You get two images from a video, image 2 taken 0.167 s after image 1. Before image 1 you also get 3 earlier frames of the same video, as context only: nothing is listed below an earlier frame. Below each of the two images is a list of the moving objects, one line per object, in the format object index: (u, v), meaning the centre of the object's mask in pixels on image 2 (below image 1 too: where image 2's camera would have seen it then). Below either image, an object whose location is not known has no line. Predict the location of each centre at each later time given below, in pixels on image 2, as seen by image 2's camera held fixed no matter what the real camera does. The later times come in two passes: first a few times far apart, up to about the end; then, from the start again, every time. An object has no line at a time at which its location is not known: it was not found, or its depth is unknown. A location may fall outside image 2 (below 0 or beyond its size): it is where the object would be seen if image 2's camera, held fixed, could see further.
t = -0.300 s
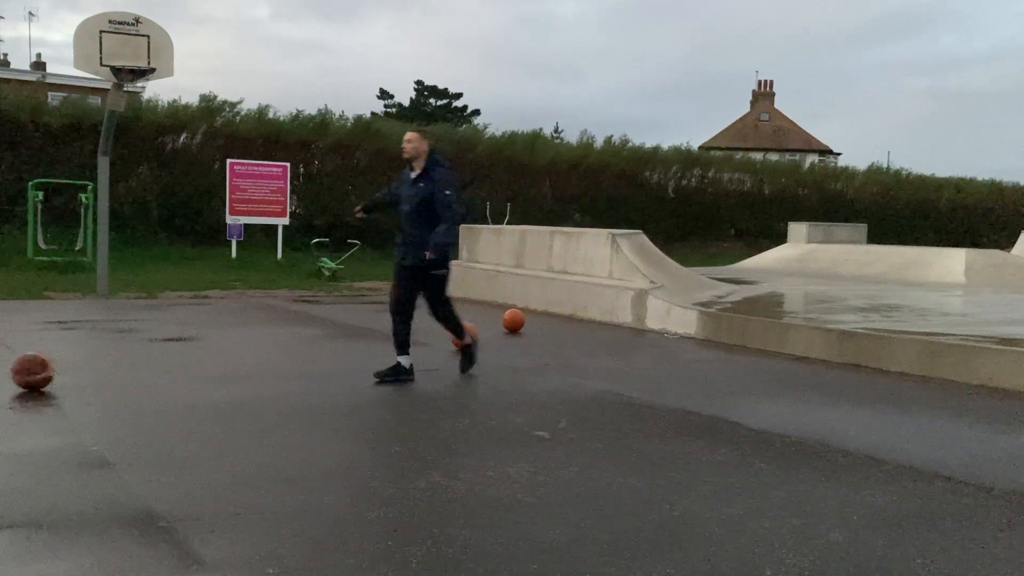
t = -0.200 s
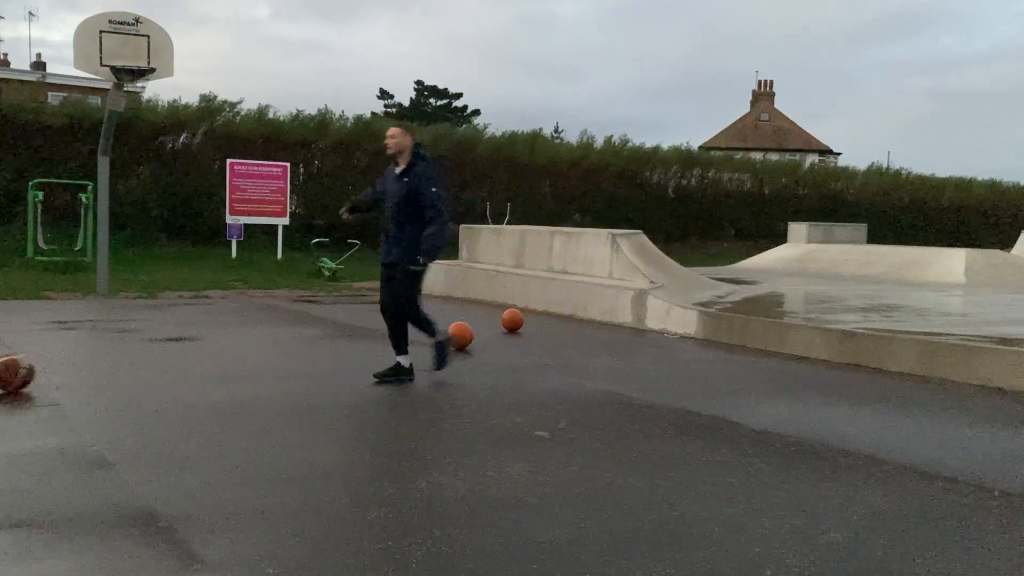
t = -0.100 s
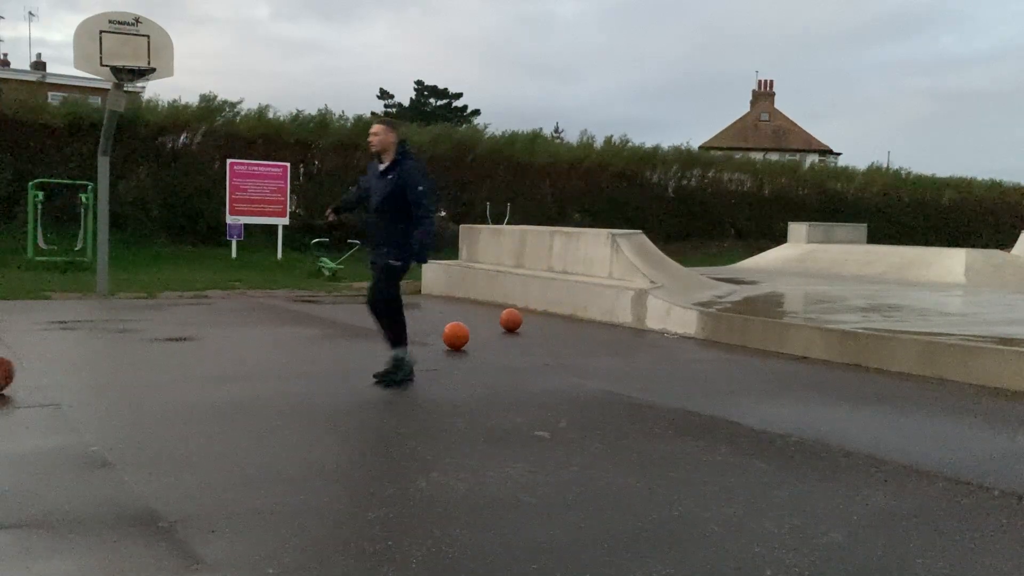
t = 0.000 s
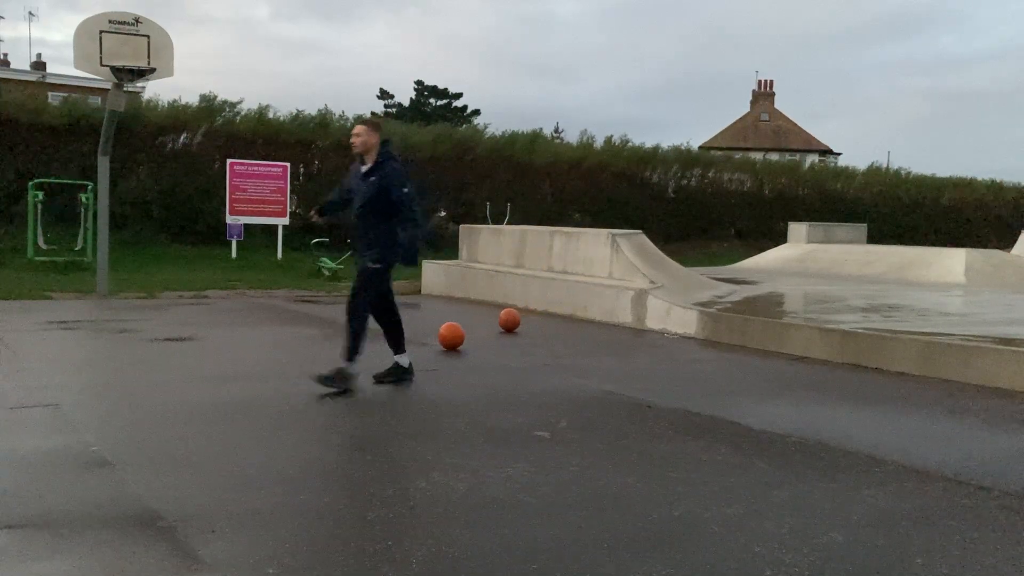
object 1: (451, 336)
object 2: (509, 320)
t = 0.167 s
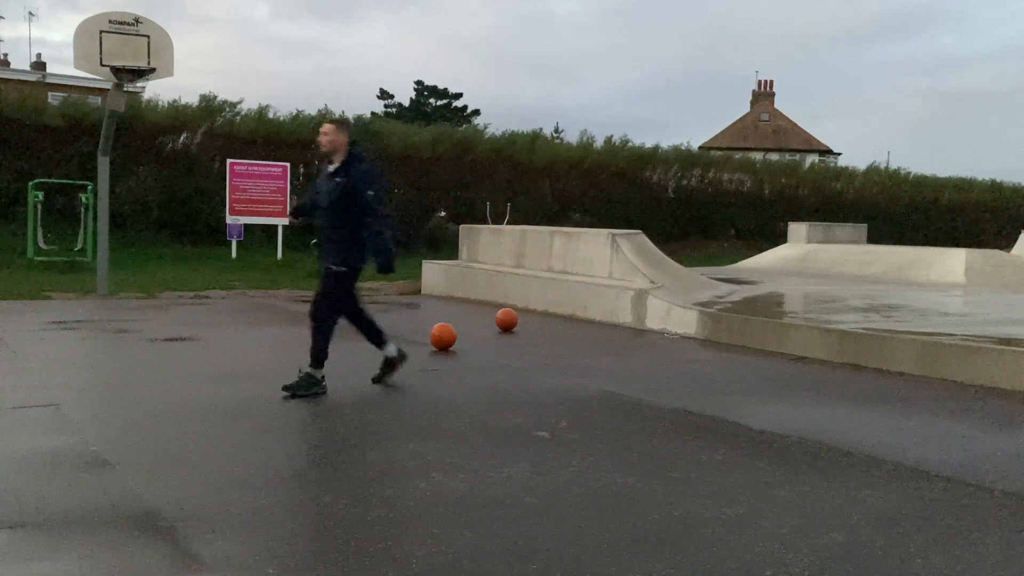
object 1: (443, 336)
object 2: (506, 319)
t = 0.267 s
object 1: (438, 336)
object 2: (505, 319)
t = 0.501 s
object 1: (425, 336)
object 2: (502, 319)
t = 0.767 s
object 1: (410, 336)
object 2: (499, 318)
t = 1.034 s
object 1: (395, 336)
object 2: (495, 318)
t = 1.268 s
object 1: (381, 336)
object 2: (492, 317)
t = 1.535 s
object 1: (364, 336)
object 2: (489, 317)
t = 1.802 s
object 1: (347, 336)
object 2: (485, 317)
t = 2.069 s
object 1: (330, 336)
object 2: (480, 317)
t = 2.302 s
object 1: (314, 336)
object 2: (477, 316)
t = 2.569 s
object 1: (295, 336)
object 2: (473, 315)
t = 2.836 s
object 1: (276, 335)
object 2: (469, 315)
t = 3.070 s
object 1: (259, 335)
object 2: (465, 315)
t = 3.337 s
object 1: (241, 334)
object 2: (461, 315)
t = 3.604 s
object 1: (222, 334)
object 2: (456, 314)
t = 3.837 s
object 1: (207, 334)
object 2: (451, 314)
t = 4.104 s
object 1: (189, 333)
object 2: (447, 314)
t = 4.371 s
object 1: (172, 333)
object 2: (443, 313)
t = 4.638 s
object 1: (156, 333)
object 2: (439, 313)
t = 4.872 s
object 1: (142, 332)
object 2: (436, 313)
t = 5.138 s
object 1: (126, 332)
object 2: (434, 313)
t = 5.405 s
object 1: (112, 331)
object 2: (431, 312)
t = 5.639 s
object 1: (99, 330)
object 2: (429, 312)
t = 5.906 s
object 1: (85, 331)
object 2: (427, 312)
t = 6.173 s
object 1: (71, 331)
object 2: (423, 312)
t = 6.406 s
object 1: (59, 330)
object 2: (421, 311)
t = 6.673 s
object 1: (45, 330)
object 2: (418, 311)
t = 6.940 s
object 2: (415, 311)
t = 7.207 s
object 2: (413, 310)
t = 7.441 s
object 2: (412, 310)
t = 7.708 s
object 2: (410, 310)
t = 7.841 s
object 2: (409, 310)
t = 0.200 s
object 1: (442, 336)
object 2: (506, 319)
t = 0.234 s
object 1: (439, 336)
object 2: (506, 319)
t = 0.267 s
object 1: (438, 336)
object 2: (505, 319)
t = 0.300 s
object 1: (436, 336)
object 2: (505, 319)
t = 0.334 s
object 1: (434, 336)
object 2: (504, 319)
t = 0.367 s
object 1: (432, 336)
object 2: (504, 319)
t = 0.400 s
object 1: (430, 336)
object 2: (504, 319)
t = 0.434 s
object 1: (429, 336)
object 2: (503, 319)
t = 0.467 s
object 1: (427, 336)
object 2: (502, 319)
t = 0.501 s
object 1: (425, 336)
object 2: (502, 319)
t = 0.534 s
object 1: (423, 336)
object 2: (502, 318)
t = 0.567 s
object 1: (421, 336)
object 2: (501, 318)
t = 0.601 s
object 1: (419, 336)
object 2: (501, 318)
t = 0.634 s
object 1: (417, 337)
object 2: (501, 318)
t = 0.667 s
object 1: (416, 337)
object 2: (500, 318)
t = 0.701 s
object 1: (413, 336)
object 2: (499, 318)
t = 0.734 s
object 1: (412, 336)
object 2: (499, 318)
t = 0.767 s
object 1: (410, 336)
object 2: (499, 318)
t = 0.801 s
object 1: (408, 336)
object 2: (498, 318)
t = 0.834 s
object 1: (406, 336)
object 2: (498, 318)
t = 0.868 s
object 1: (404, 336)
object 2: (497, 318)
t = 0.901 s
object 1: (402, 336)
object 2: (497, 318)
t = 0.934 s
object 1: (400, 336)
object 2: (497, 318)
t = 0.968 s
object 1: (398, 336)
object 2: (496, 318)
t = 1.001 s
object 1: (396, 336)
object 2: (496, 318)
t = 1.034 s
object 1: (395, 336)
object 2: (495, 318)
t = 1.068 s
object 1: (392, 336)
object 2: (495, 318)
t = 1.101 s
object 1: (391, 336)
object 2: (494, 318)
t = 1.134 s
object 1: (389, 336)
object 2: (494, 317)
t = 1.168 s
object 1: (386, 336)
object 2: (494, 317)
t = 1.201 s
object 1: (385, 336)
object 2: (493, 317)
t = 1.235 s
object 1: (382, 336)
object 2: (493, 317)
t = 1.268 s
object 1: (381, 336)
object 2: (492, 317)
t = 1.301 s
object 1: (379, 336)
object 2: (492, 317)
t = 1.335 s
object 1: (377, 336)
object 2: (491, 317)
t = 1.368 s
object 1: (374, 336)
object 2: (491, 317)
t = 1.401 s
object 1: (373, 336)
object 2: (490, 317)
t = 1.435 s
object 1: (370, 336)
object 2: (490, 317)
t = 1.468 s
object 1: (369, 336)
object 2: (489, 317)
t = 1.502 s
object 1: (366, 336)
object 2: (489, 317)
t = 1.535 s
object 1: (364, 336)
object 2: (489, 317)
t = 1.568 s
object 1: (362, 336)
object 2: (488, 317)
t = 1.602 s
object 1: (360, 336)
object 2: (488, 317)
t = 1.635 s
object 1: (358, 336)
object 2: (487, 317)
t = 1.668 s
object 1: (356, 336)
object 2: (487, 317)
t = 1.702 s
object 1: (354, 336)
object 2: (486, 317)
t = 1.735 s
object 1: (352, 336)
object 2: (486, 317)
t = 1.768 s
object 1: (350, 336)
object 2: (485, 317)
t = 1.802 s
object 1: (347, 336)
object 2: (485, 317)
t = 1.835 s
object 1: (345, 336)
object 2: (484, 317)
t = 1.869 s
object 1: (343, 336)
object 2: (483, 317)
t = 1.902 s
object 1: (341, 336)
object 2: (483, 317)
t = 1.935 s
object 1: (339, 336)
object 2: (482, 317)
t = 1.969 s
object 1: (337, 336)
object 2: (482, 317)
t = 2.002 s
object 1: (335, 336)
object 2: (482, 316)
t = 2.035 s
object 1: (332, 336)
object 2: (481, 316)
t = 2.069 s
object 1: (330, 336)
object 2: (480, 317)
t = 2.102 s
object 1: (328, 336)
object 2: (480, 317)
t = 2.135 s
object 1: (325, 336)
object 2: (480, 317)
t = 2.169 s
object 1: (323, 336)
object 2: (479, 316)
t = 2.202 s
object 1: (321, 336)
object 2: (478, 316)
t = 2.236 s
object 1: (318, 336)
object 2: (478, 316)
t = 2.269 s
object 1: (316, 336)
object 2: (477, 316)
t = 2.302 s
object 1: (314, 336)
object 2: (477, 316)
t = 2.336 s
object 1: (312, 336)
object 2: (476, 316)
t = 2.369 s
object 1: (309, 336)
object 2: (476, 316)
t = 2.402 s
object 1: (307, 336)
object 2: (476, 316)
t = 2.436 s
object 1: (305, 336)
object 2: (475, 316)
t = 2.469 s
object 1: (302, 336)
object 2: (474, 316)
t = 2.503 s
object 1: (300, 336)
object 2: (474, 316)
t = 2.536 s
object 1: (298, 335)
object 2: (474, 316)
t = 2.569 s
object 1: (295, 336)
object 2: (473, 315)
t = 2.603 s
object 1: (293, 336)
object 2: (472, 316)
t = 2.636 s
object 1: (291, 336)
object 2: (472, 316)
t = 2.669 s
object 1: (288, 335)
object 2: (471, 315)
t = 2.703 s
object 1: (286, 335)
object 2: (471, 315)
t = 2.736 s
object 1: (284, 335)
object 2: (471, 315)
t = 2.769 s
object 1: (281, 335)
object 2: (470, 315)
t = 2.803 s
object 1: (279, 335)
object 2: (469, 315)
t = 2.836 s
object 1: (276, 335)
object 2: (469, 315)
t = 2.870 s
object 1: (274, 335)
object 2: (468, 315)
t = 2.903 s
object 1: (272, 336)
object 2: (468, 315)
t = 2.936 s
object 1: (270, 335)
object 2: (467, 315)
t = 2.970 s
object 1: (267, 335)
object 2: (467, 315)
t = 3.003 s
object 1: (265, 335)
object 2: (467, 315)
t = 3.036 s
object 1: (262, 335)
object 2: (466, 315)
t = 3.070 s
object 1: (259, 335)
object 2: (465, 315)
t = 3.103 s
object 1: (257, 335)
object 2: (465, 315)
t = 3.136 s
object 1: (255, 335)
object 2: (464, 315)
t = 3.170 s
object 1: (253, 335)
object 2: (463, 315)
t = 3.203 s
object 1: (250, 335)
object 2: (463, 315)
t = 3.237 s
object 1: (248, 334)
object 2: (462, 315)
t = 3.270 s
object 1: (246, 334)
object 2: (462, 315)
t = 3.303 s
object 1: (244, 334)
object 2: (461, 315)
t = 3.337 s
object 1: (241, 334)
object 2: (461, 315)
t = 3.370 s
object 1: (239, 335)
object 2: (460, 314)
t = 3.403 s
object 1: (236, 334)
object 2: (460, 315)
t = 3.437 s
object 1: (234, 334)
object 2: (459, 314)
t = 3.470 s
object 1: (232, 334)
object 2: (458, 314)
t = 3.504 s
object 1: (229, 334)
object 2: (458, 314)
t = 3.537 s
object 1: (227, 334)
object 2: (457, 314)
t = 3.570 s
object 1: (225, 334)
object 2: (456, 314)
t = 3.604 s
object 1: (222, 334)
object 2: (456, 314)
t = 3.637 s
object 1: (220, 334)
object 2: (455, 314)
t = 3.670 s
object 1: (218, 334)
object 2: (455, 314)
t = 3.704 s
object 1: (216, 334)
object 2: (454, 314)
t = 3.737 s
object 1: (213, 334)
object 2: (453, 314)
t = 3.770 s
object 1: (211, 334)
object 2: (452, 314)
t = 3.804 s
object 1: (209, 334)
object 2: (452, 314)
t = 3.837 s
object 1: (207, 334)
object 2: (451, 314)
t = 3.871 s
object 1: (205, 334)
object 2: (451, 314)
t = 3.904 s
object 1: (203, 333)
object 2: (450, 314)
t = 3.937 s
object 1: (200, 333)
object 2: (449, 314)
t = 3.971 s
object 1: (198, 334)
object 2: (449, 314)
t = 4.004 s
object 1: (196, 333)
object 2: (448, 314)
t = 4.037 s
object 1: (194, 333)
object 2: (448, 313)
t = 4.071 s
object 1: (191, 333)
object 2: (447, 313)
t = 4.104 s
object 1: (189, 333)
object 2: (447, 314)
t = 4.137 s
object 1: (187, 333)
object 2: (446, 313)
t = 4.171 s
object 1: (185, 333)
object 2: (446, 314)
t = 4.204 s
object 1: (183, 333)
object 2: (445, 313)
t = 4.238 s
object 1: (181, 333)
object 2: (444, 314)
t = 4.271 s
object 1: (179, 333)
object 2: (444, 313)
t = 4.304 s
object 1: (177, 333)
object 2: (443, 314)
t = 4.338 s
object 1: (174, 333)
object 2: (443, 313)
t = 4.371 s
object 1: (172, 333)
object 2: (443, 313)
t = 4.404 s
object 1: (170, 333)
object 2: (442, 313)
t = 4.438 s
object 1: (168, 333)
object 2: (442, 313)
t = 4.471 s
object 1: (166, 333)
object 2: (441, 313)
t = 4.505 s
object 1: (164, 333)
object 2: (441, 313)
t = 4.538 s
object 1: (162, 333)
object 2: (440, 313)
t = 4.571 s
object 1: (160, 333)
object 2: (440, 313)
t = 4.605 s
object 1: (158, 333)
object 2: (440, 313)
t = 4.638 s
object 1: (156, 333)
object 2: (439, 313)
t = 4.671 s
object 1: (154, 332)
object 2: (439, 313)
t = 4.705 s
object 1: (151, 332)
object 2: (438, 313)
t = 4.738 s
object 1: (150, 332)
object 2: (438, 313)
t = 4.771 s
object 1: (148, 332)
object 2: (437, 313)
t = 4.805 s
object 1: (145, 332)
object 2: (437, 313)
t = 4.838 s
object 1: (144, 332)
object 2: (436, 313)
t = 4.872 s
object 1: (142, 332)
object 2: (436, 313)
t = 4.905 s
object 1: (139, 332)
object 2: (435, 313)
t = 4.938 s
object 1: (138, 332)
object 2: (435, 313)
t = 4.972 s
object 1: (136, 332)
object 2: (435, 312)
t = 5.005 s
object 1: (134, 332)
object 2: (435, 313)
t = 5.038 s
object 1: (132, 332)
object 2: (434, 313)
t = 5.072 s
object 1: (130, 332)
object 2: (434, 312)
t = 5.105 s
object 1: (128, 332)
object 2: (434, 312)
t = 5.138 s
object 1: (126, 332)
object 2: (434, 313)
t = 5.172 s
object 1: (125, 332)
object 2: (433, 312)
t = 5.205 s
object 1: (122, 331)
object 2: (433, 312)
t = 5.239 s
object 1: (121, 331)
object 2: (433, 312)
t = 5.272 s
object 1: (119, 331)
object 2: (433, 312)
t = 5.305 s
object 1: (118, 332)
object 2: (433, 312)
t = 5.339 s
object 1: (115, 332)
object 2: (432, 312)
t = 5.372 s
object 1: (114, 331)
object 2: (432, 312)
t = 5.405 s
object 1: (112, 331)
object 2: (431, 312)
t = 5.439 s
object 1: (110, 332)
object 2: (431, 313)
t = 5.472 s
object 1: (109, 331)
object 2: (430, 312)
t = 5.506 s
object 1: (106, 331)
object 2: (430, 312)
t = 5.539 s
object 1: (105, 331)
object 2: (430, 312)
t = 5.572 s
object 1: (103, 331)
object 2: (429, 312)
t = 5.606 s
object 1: (101, 331)
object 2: (429, 312)
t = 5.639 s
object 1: (99, 330)
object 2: (429, 312)
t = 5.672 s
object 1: (98, 331)
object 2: (428, 312)
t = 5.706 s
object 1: (96, 331)
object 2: (429, 312)
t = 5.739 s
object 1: (94, 331)
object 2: (428, 312)
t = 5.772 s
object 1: (93, 330)
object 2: (428, 312)
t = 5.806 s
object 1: (91, 331)
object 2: (428, 312)
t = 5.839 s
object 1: (90, 331)
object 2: (427, 312)
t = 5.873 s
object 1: (87, 331)
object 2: (427, 312)
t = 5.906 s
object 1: (85, 331)
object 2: (427, 312)
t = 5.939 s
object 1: (84, 331)
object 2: (426, 312)
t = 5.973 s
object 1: (82, 331)
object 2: (426, 312)
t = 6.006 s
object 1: (80, 331)
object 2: (425, 312)
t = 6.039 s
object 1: (78, 330)
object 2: (425, 312)
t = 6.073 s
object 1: (77, 331)
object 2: (425, 312)
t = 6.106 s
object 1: (75, 331)
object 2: (424, 312)
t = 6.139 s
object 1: (73, 331)
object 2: (424, 312)
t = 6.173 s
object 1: (71, 331)
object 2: (423, 312)
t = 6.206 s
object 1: (69, 331)
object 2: (423, 312)
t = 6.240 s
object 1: (68, 331)
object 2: (423, 312)
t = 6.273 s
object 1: (66, 331)
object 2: (422, 311)
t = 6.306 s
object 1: (65, 331)
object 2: (422, 311)
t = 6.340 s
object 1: (63, 331)
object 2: (422, 311)
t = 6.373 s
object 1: (61, 330)
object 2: (421, 311)
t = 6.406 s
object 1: (59, 330)
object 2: (421, 311)
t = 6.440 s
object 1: (57, 330)
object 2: (421, 311)
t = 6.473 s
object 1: (56, 330)
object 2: (420, 311)
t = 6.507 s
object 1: (54, 330)
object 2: (420, 311)
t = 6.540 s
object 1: (52, 330)
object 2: (420, 311)
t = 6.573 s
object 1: (51, 330)
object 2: (419, 311)
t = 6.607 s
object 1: (49, 330)
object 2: (419, 311)
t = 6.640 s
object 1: (47, 330)
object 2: (419, 311)
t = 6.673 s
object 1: (45, 330)
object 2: (418, 311)
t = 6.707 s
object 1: (43, 330)
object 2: (418, 311)
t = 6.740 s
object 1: (41, 331)
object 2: (417, 311)
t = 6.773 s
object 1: (39, 331)
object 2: (417, 311)
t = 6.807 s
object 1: (38, 330)
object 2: (417, 311)
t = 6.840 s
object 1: (36, 331)
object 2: (416, 311)
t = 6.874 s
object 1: (34, 331)
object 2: (416, 311)
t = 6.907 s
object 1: (32, 330)
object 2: (416, 311)
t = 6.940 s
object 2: (415, 311)
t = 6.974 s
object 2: (415, 311)
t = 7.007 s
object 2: (415, 311)
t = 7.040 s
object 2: (415, 311)
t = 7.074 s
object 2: (414, 311)
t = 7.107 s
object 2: (414, 310)
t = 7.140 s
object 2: (414, 310)
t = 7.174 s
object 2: (414, 310)
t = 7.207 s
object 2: (413, 310)
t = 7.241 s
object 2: (413, 310)
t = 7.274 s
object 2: (413, 310)
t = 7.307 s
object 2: (413, 310)
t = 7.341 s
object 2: (413, 310)
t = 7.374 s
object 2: (412, 310)
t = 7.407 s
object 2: (412, 310)
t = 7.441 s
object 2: (412, 310)
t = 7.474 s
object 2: (412, 310)
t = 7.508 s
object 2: (411, 310)
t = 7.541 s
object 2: (411, 310)
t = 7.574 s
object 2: (411, 310)
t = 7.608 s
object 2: (411, 310)
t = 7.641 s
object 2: (411, 310)
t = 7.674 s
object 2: (411, 310)
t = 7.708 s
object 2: (410, 310)
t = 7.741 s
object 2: (410, 310)
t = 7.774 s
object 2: (410, 310)
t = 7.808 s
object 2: (410, 310)
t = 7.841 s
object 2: (409, 310)
